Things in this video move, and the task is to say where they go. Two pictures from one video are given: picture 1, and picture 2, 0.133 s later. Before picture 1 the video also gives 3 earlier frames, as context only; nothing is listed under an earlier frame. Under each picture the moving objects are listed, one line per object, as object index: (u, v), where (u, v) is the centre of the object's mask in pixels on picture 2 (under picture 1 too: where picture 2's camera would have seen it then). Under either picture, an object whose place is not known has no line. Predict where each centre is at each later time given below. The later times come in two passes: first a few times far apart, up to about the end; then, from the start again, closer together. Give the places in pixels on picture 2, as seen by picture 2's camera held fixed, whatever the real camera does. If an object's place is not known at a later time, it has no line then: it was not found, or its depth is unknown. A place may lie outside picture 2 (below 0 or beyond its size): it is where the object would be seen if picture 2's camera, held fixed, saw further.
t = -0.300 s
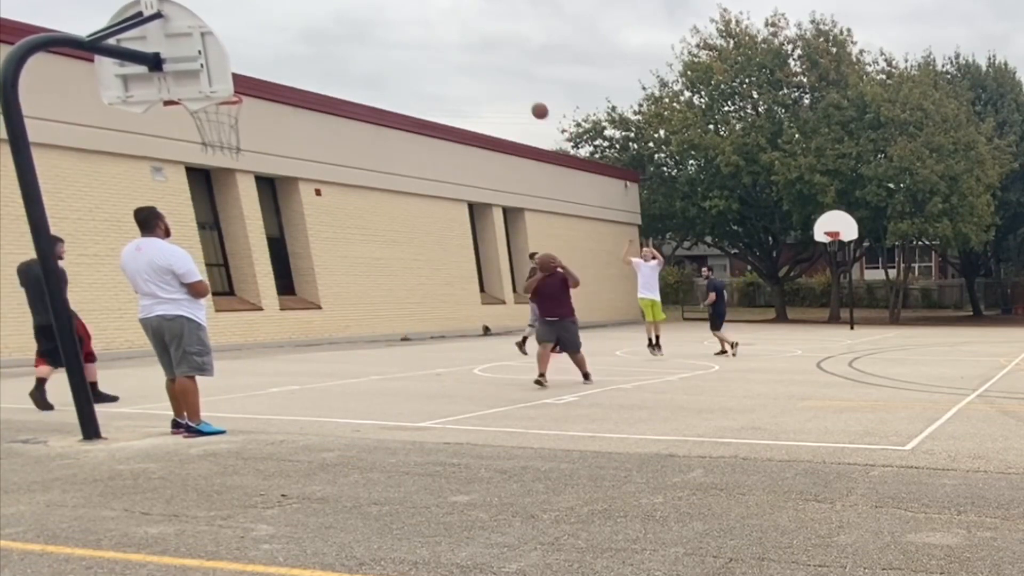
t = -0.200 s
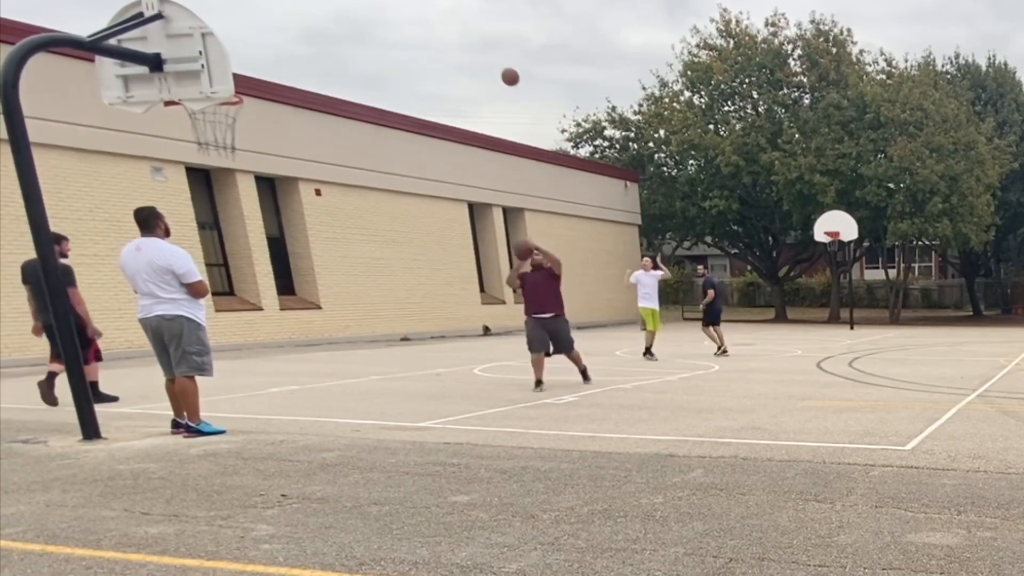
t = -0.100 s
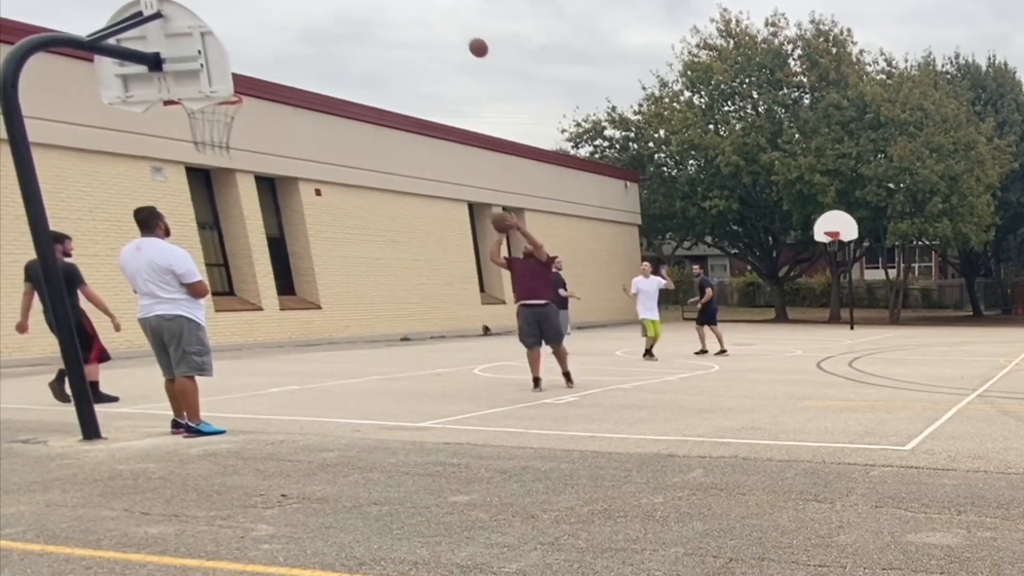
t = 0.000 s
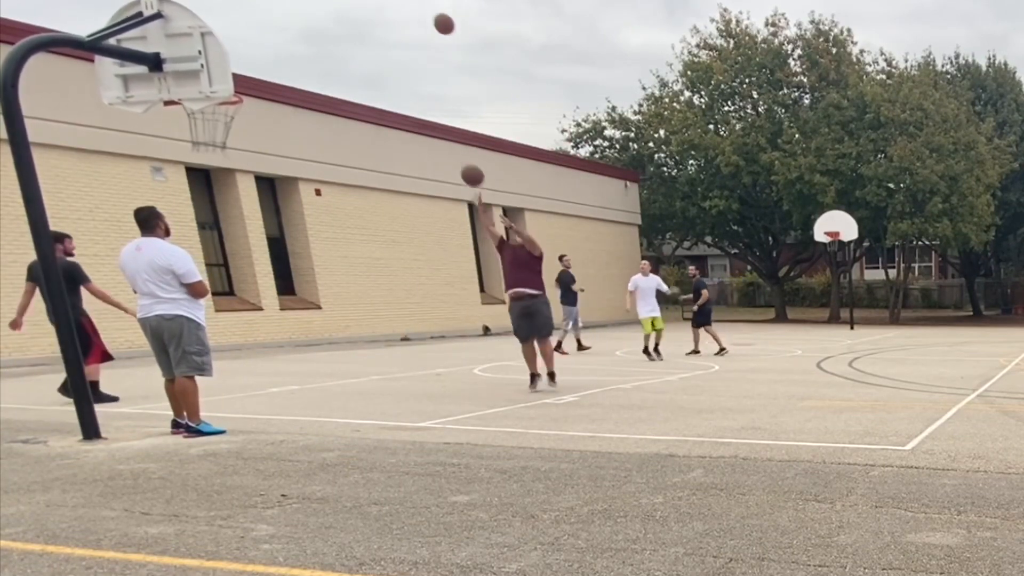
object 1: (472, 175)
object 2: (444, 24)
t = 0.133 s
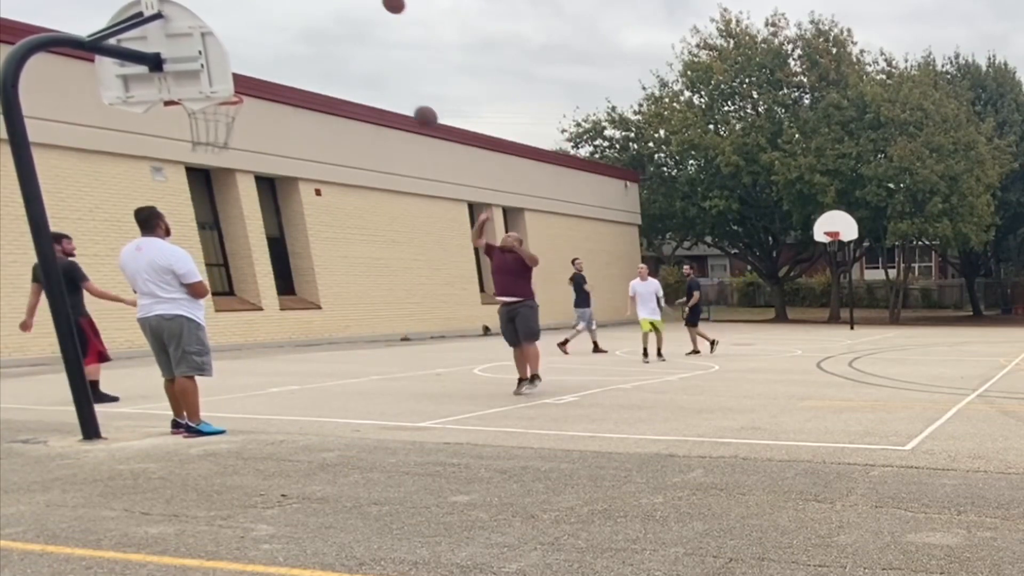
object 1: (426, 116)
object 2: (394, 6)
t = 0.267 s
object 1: (376, 70)
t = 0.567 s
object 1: (258, 24)
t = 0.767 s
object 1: (231, 54)
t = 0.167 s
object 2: (381, 5)
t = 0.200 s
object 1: (401, 92)
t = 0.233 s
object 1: (388, 80)
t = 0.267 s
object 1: (376, 70)
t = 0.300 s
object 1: (363, 60)
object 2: (325, 4)
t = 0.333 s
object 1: (350, 52)
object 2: (310, 5)
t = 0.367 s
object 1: (337, 44)
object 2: (294, 6)
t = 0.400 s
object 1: (324, 38)
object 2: (277, 8)
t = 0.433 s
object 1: (311, 33)
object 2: (260, 12)
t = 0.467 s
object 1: (298, 29)
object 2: (244, 19)
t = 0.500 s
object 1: (285, 25)
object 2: (227, 28)
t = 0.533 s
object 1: (271, 24)
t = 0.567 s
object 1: (258, 24)
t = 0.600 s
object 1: (245, 24)
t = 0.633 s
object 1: (231, 26)
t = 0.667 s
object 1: (222, 28)
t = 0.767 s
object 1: (231, 54)
